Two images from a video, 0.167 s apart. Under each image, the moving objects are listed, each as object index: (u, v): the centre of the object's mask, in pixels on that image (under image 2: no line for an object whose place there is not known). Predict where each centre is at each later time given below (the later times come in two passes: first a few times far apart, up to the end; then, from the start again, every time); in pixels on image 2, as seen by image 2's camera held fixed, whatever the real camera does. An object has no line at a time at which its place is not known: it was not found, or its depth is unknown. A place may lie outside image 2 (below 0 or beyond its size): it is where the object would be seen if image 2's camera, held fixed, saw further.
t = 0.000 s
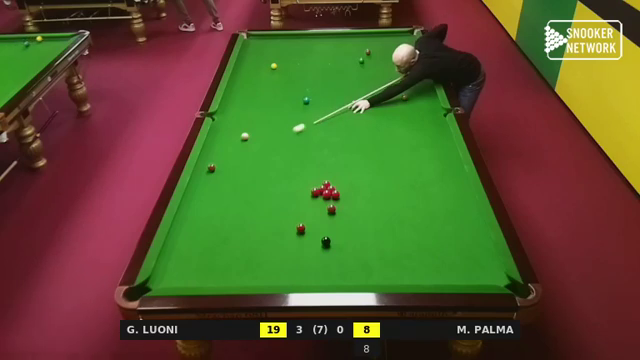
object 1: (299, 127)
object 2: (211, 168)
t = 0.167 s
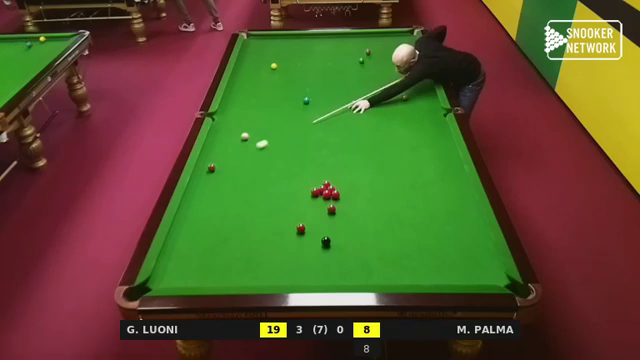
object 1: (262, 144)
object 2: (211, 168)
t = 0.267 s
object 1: (242, 152)
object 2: (211, 168)
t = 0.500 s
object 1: (213, 163)
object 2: (203, 173)
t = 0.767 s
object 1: (201, 163)
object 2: (195, 186)
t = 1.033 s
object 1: (212, 161)
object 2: (200, 196)
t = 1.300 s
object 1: (221, 159)
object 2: (205, 207)
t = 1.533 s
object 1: (228, 158)
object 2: (210, 216)
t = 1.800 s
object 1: (235, 157)
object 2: (215, 226)
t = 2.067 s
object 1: (242, 156)
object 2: (221, 236)
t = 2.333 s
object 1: (247, 155)
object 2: (226, 245)
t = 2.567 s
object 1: (250, 155)
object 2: (231, 253)
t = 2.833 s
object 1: (253, 154)
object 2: (236, 262)
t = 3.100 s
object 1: (255, 154)
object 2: (241, 270)
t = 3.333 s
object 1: (257, 154)
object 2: (244, 276)
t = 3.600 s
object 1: (257, 154)
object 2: (249, 281)
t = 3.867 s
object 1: (257, 154)
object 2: (253, 279)
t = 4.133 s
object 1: (257, 154)
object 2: (256, 277)
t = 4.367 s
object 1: (257, 154)
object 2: (259, 275)
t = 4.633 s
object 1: (257, 154)
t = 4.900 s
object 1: (257, 154)
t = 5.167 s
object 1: (257, 154)
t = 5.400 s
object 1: (257, 154)
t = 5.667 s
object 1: (257, 154)
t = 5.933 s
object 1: (257, 154)
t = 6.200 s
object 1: (257, 154)
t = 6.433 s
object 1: (257, 154)
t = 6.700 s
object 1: (257, 154)
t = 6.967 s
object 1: (257, 154)
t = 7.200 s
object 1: (257, 154)
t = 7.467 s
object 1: (257, 154)
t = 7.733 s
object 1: (257, 154)
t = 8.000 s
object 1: (257, 154)
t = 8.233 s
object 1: (257, 154)
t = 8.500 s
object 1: (257, 154)
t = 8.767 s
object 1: (257, 154)
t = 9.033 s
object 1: (257, 154)
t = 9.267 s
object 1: (257, 154)
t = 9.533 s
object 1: (257, 154)
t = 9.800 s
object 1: (257, 154)
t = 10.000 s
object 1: (257, 154)
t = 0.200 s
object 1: (255, 147)
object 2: (211, 168)
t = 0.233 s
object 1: (249, 149)
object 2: (211, 168)
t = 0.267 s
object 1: (242, 152)
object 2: (211, 168)
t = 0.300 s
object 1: (236, 155)
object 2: (211, 168)
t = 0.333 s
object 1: (230, 157)
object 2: (211, 168)
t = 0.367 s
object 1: (225, 159)
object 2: (211, 168)
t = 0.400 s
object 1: (220, 162)
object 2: (211, 168)
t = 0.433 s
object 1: (216, 163)
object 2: (209, 169)
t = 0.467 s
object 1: (215, 163)
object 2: (206, 171)
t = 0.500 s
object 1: (213, 163)
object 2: (203, 173)
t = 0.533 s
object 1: (211, 163)
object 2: (200, 176)
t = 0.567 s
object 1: (209, 163)
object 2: (197, 177)
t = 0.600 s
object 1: (207, 163)
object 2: (195, 179)
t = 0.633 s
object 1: (205, 163)
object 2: (192, 181)
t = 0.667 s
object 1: (202, 163)
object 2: (193, 182)
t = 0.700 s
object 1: (200, 163)
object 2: (194, 183)
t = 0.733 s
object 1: (200, 163)
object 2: (194, 184)
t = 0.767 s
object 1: (201, 163)
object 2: (195, 186)
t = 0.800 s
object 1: (203, 163)
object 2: (196, 187)
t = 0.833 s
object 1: (204, 162)
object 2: (196, 188)
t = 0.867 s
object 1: (205, 162)
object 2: (197, 190)
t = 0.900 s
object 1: (207, 162)
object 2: (197, 191)
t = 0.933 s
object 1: (208, 162)
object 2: (198, 192)
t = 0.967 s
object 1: (209, 161)
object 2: (199, 194)
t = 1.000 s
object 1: (211, 161)
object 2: (199, 195)
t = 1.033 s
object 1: (212, 161)
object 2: (200, 196)
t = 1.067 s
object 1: (213, 161)
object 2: (201, 198)
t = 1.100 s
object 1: (214, 160)
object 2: (201, 199)
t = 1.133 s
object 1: (215, 160)
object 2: (202, 200)
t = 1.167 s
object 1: (217, 160)
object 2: (203, 202)
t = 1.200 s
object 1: (218, 160)
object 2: (203, 203)
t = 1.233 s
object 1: (219, 160)
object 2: (204, 204)
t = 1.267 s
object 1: (220, 159)
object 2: (204, 205)
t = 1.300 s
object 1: (221, 159)
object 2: (205, 207)
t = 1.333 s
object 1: (222, 159)
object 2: (206, 208)
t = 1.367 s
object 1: (223, 159)
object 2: (206, 210)
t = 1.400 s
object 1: (224, 159)
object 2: (207, 211)
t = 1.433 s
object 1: (225, 159)
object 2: (208, 213)
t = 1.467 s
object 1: (226, 158)
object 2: (208, 213)
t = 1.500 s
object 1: (227, 158)
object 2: (209, 215)
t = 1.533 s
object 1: (228, 158)
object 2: (210, 216)
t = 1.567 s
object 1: (229, 158)
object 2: (211, 217)
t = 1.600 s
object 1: (230, 158)
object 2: (211, 219)
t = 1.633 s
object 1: (231, 158)
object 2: (212, 220)
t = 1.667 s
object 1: (232, 158)
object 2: (213, 221)
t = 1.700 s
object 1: (233, 157)
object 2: (213, 222)
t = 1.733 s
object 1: (234, 157)
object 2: (214, 223)
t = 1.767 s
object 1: (235, 157)
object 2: (215, 225)
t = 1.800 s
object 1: (235, 157)
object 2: (215, 226)
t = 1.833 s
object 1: (236, 157)
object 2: (216, 228)
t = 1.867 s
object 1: (237, 157)
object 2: (216, 228)
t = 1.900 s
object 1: (238, 157)
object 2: (217, 230)
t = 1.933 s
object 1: (239, 156)
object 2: (218, 231)
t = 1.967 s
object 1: (240, 156)
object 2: (219, 232)
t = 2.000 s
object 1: (240, 156)
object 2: (219, 233)
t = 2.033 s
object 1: (241, 156)
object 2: (220, 235)
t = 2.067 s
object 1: (242, 156)
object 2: (221, 236)
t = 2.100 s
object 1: (242, 156)
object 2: (221, 237)
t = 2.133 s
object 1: (243, 156)
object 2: (222, 238)
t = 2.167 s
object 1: (244, 156)
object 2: (223, 239)
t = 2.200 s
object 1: (244, 156)
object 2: (224, 241)
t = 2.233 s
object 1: (245, 156)
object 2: (224, 242)
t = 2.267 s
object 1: (246, 155)
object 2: (225, 243)
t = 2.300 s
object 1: (246, 155)
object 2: (226, 244)
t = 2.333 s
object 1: (247, 155)
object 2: (226, 245)
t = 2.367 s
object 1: (247, 155)
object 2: (227, 246)
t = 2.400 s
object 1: (248, 155)
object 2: (228, 247)
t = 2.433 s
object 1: (248, 155)
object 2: (228, 248)
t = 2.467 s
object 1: (249, 155)
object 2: (229, 250)
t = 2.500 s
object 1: (249, 155)
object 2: (230, 251)
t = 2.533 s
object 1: (250, 155)
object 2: (230, 252)
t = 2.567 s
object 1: (250, 155)
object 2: (231, 253)
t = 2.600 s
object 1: (251, 155)
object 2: (231, 255)
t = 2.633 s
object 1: (251, 155)
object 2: (232, 256)
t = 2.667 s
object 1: (251, 155)
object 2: (233, 257)
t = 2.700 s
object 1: (252, 155)
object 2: (233, 258)
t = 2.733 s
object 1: (252, 155)
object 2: (234, 259)
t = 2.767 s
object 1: (253, 154)
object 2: (235, 260)
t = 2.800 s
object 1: (253, 154)
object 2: (235, 261)
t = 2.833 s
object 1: (253, 154)
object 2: (236, 262)
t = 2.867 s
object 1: (254, 154)
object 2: (237, 263)
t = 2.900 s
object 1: (254, 154)
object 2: (237, 264)
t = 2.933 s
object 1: (254, 154)
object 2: (238, 265)
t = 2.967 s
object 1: (255, 154)
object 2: (238, 266)
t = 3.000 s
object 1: (255, 154)
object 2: (239, 267)
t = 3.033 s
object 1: (255, 154)
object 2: (240, 268)
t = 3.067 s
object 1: (255, 154)
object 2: (240, 269)
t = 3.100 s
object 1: (255, 154)
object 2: (241, 270)
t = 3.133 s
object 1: (256, 154)
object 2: (241, 271)
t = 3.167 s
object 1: (256, 154)
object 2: (242, 272)
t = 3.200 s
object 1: (256, 154)
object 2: (242, 273)
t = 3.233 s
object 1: (256, 154)
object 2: (243, 273)
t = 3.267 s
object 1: (256, 154)
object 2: (243, 274)
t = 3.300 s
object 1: (256, 154)
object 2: (244, 275)
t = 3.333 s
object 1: (257, 154)
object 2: (244, 276)
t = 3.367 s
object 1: (257, 154)
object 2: (245, 277)
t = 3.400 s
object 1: (257, 154)
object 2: (246, 278)
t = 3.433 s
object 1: (257, 154)
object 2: (246, 278)
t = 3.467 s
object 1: (257, 154)
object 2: (247, 279)
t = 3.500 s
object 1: (257, 154)
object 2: (247, 280)
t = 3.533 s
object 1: (257, 154)
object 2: (248, 280)
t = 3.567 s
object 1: (257, 154)
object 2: (248, 281)
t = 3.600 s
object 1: (257, 154)
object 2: (249, 281)
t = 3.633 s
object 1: (257, 154)
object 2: (249, 281)
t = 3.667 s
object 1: (257, 154)
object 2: (250, 281)
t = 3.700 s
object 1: (257, 154)
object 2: (251, 280)
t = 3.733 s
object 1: (257, 154)
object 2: (251, 280)
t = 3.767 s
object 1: (257, 154)
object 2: (252, 280)
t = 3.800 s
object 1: (257, 154)
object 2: (252, 279)
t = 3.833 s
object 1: (257, 154)
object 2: (253, 279)
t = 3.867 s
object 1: (257, 154)
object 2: (253, 279)
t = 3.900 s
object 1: (257, 154)
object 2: (254, 279)
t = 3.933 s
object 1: (257, 154)
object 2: (254, 279)
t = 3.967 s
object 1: (257, 154)
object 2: (254, 279)
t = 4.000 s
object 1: (257, 154)
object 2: (255, 278)
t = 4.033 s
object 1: (257, 154)
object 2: (255, 278)
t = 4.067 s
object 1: (257, 154)
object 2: (255, 278)
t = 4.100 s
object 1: (257, 154)
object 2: (256, 278)
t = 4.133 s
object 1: (257, 154)
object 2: (256, 277)
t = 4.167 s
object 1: (257, 154)
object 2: (257, 277)
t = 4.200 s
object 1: (257, 154)
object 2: (257, 277)
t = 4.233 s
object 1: (257, 154)
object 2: (257, 276)
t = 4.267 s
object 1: (257, 154)
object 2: (258, 276)
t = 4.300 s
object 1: (257, 154)
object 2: (258, 276)
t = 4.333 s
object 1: (257, 154)
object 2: (258, 276)
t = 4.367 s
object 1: (257, 154)
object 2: (259, 275)
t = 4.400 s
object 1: (257, 154)
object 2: (259, 275)
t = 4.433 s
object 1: (257, 154)
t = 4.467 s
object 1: (257, 154)
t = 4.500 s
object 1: (257, 154)
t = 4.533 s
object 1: (257, 154)
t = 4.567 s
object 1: (257, 154)
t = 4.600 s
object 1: (257, 154)
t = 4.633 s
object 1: (257, 154)
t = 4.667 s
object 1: (257, 154)
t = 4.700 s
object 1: (257, 154)
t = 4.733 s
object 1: (257, 154)
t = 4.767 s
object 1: (257, 154)
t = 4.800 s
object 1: (257, 154)
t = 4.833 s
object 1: (257, 154)
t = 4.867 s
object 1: (257, 154)
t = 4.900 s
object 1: (257, 154)
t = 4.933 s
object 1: (257, 154)
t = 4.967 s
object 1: (257, 154)
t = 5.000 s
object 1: (257, 154)
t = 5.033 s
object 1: (257, 154)
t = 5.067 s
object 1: (257, 154)
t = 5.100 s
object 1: (257, 154)
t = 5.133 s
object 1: (257, 154)
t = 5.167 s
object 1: (257, 154)
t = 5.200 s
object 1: (257, 154)
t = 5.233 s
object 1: (257, 154)
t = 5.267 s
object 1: (257, 154)
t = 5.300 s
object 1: (257, 154)
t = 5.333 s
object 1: (257, 154)
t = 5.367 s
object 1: (257, 154)
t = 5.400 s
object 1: (257, 154)
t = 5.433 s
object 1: (257, 154)
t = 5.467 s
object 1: (257, 154)
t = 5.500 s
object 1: (257, 154)
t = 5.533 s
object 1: (257, 154)
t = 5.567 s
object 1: (257, 154)
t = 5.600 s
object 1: (257, 154)
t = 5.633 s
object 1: (257, 154)
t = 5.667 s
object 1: (257, 154)
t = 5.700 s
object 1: (257, 154)
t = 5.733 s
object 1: (257, 154)
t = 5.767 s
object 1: (257, 154)
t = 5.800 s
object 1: (257, 154)
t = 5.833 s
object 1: (257, 154)
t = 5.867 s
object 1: (257, 154)
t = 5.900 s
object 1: (257, 154)
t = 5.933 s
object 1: (257, 154)
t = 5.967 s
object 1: (257, 154)
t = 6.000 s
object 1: (257, 154)
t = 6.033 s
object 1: (257, 154)
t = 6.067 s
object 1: (257, 154)
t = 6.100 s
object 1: (257, 154)
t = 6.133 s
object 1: (257, 154)
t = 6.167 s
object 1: (257, 154)
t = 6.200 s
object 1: (257, 154)
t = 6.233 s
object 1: (257, 154)
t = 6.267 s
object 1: (257, 154)
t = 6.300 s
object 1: (257, 154)
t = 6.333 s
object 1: (257, 154)
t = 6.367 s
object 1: (257, 154)
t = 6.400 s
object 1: (257, 154)
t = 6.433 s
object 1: (257, 154)
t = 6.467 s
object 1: (257, 154)
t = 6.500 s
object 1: (257, 154)
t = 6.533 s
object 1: (257, 154)
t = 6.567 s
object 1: (257, 154)
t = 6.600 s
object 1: (257, 154)
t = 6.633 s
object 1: (257, 154)
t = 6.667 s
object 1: (257, 154)
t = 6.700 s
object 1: (257, 154)
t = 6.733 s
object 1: (257, 154)
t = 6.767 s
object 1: (257, 154)
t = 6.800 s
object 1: (257, 154)
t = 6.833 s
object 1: (257, 154)
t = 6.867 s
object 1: (257, 154)
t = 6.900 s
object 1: (257, 154)
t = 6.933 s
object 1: (257, 154)
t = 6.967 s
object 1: (257, 154)
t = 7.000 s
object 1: (257, 154)
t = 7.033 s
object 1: (257, 154)
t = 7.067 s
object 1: (257, 154)
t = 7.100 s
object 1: (257, 154)
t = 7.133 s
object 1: (257, 154)
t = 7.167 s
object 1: (257, 154)
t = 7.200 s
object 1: (257, 154)
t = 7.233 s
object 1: (257, 154)
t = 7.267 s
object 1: (257, 154)
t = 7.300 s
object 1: (257, 154)
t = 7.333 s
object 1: (257, 154)
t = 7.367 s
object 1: (257, 154)
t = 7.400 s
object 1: (257, 154)
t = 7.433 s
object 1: (257, 154)
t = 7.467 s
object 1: (257, 154)
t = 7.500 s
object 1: (257, 154)
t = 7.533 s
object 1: (257, 154)
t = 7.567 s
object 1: (257, 154)
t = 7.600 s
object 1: (257, 154)
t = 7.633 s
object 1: (257, 154)
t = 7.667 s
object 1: (257, 154)
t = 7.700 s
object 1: (257, 154)
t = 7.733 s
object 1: (257, 154)
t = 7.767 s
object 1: (257, 154)
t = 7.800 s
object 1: (257, 154)
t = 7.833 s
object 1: (257, 154)
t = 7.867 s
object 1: (257, 154)
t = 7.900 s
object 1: (257, 154)
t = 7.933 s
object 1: (257, 154)
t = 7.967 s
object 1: (257, 154)
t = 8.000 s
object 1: (257, 154)
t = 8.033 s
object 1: (257, 154)
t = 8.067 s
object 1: (257, 154)
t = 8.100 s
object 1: (257, 154)
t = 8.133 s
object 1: (257, 154)
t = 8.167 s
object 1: (257, 154)
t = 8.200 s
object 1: (257, 154)
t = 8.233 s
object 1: (257, 154)
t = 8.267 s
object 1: (257, 154)
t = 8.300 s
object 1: (257, 154)
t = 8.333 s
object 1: (257, 154)
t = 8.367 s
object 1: (257, 154)
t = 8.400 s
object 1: (257, 154)
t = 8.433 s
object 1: (257, 154)
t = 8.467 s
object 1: (257, 154)
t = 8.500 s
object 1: (257, 154)
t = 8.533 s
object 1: (257, 154)
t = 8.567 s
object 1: (257, 154)
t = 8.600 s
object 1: (257, 154)
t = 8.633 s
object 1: (257, 154)
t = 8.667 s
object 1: (257, 154)
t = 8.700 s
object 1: (257, 154)
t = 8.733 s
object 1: (257, 154)
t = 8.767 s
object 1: (257, 154)
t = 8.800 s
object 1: (257, 154)
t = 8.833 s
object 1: (257, 154)
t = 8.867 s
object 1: (257, 154)
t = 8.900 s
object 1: (257, 154)
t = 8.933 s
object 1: (257, 154)
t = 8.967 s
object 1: (257, 154)
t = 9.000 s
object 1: (257, 154)
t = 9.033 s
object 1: (257, 154)
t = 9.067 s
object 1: (257, 154)
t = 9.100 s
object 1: (257, 154)
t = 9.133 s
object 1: (257, 154)
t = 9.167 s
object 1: (257, 154)
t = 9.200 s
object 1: (257, 154)
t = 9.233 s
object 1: (257, 154)
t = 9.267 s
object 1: (257, 154)
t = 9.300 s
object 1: (257, 154)
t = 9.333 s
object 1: (257, 154)
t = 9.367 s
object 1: (257, 154)
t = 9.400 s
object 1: (257, 154)
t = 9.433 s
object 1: (257, 154)
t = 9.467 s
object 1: (257, 154)
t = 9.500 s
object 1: (257, 154)
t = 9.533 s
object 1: (257, 154)
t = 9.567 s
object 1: (257, 154)
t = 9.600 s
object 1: (257, 154)
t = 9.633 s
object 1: (257, 154)
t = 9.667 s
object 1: (257, 154)
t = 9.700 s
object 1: (257, 154)
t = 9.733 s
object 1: (257, 154)
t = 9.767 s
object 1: (257, 154)
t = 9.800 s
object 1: (257, 154)
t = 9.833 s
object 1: (257, 154)
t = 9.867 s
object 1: (257, 154)
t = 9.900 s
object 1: (257, 154)
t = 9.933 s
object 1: (257, 154)
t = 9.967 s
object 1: (257, 154)
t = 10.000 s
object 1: (257, 154)
